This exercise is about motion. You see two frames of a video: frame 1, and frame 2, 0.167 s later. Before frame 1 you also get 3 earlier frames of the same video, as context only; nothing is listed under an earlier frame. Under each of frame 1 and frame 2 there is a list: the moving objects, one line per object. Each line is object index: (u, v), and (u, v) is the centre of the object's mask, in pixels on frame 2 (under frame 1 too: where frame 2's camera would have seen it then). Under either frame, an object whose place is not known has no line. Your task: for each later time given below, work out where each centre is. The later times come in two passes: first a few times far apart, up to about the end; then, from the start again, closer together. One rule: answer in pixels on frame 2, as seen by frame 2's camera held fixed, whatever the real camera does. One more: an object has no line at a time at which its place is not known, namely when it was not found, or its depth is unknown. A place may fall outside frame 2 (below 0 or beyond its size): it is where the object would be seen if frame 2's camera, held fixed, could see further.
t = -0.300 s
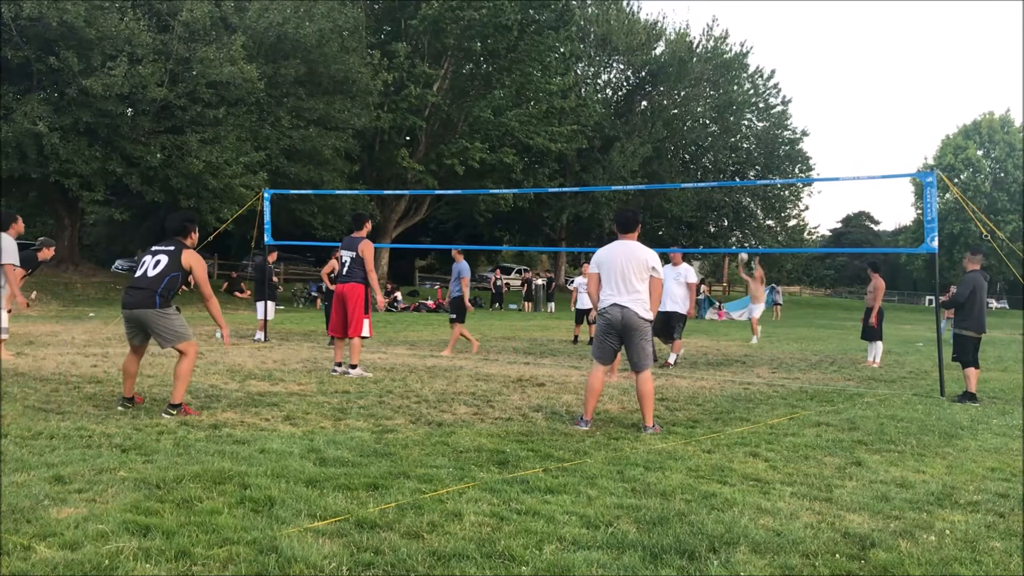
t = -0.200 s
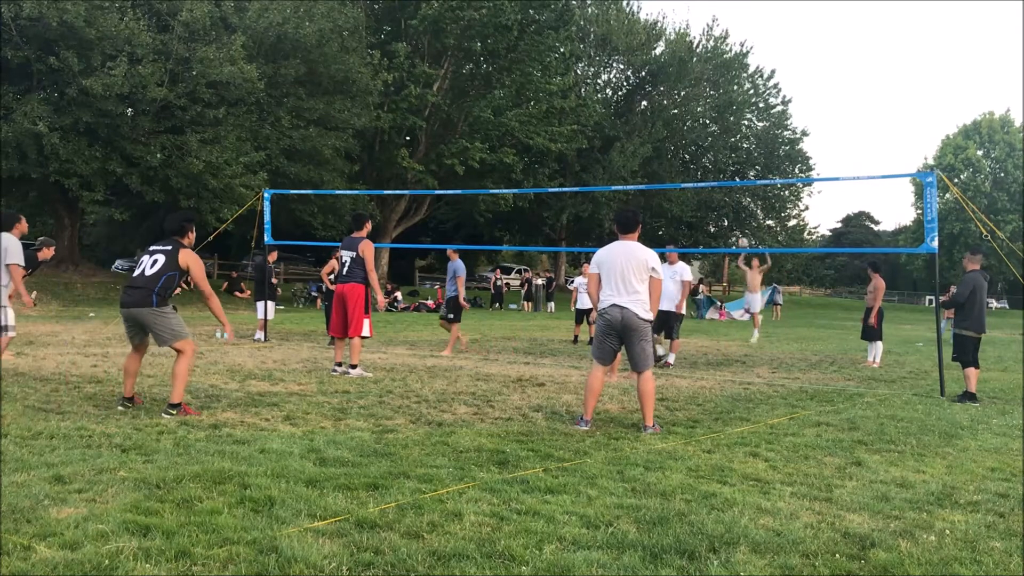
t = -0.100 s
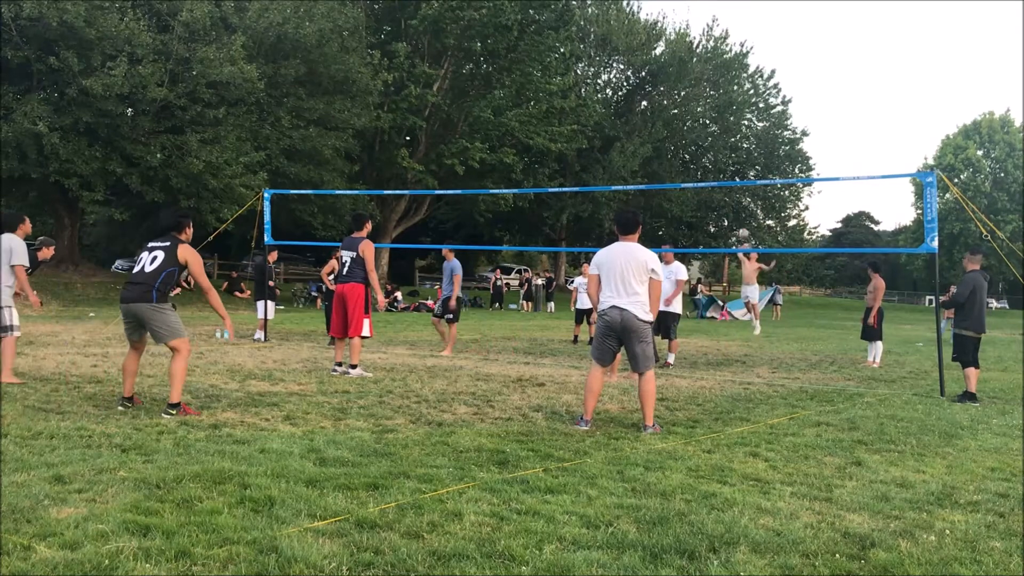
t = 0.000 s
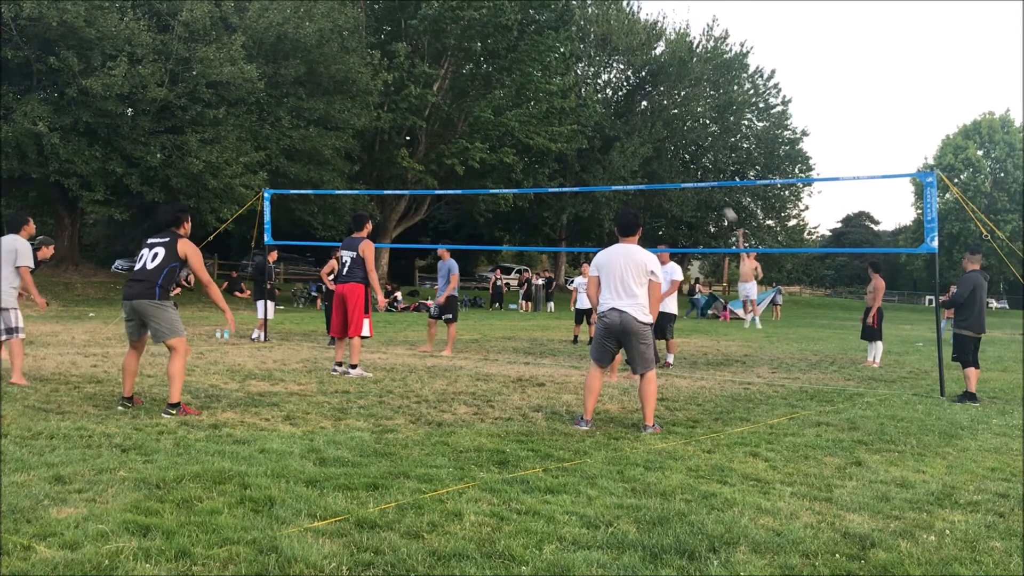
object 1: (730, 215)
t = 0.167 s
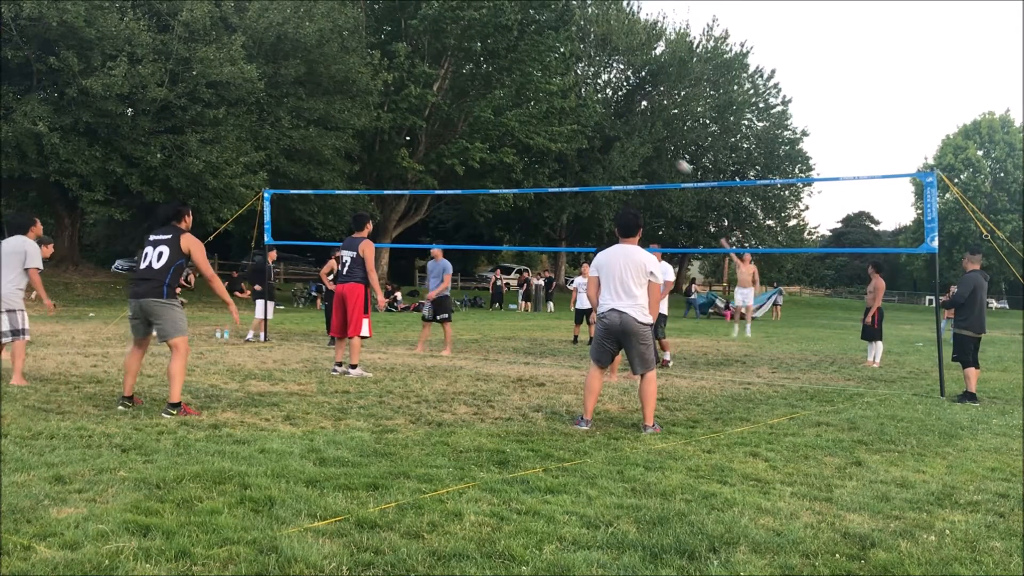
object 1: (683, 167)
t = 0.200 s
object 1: (673, 158)
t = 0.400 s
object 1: (603, 112)
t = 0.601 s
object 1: (514, 87)
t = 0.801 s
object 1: (404, 90)
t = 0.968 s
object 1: (286, 122)
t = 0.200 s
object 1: (673, 158)
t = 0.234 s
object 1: (662, 149)
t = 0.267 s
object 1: (652, 141)
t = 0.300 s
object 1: (640, 133)
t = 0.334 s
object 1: (628, 126)
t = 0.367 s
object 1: (616, 119)
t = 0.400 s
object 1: (603, 112)
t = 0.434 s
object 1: (589, 106)
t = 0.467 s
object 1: (575, 101)
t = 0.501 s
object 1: (561, 96)
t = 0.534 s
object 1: (546, 93)
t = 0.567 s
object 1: (530, 90)
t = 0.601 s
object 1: (514, 87)
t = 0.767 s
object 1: (424, 87)
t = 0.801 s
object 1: (404, 90)
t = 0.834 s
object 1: (382, 94)
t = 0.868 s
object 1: (360, 99)
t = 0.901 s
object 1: (336, 105)
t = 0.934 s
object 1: (312, 113)
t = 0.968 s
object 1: (286, 122)
